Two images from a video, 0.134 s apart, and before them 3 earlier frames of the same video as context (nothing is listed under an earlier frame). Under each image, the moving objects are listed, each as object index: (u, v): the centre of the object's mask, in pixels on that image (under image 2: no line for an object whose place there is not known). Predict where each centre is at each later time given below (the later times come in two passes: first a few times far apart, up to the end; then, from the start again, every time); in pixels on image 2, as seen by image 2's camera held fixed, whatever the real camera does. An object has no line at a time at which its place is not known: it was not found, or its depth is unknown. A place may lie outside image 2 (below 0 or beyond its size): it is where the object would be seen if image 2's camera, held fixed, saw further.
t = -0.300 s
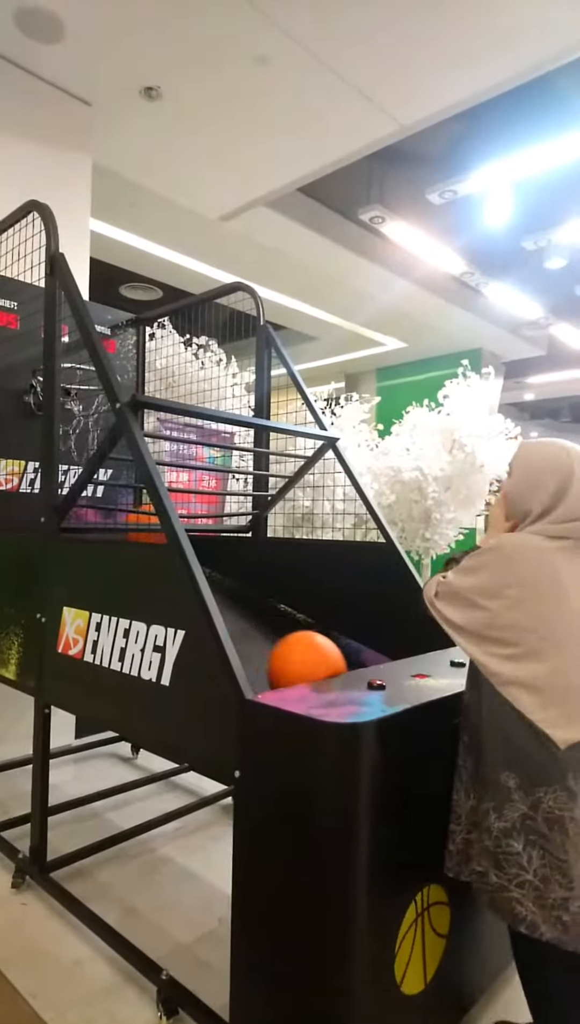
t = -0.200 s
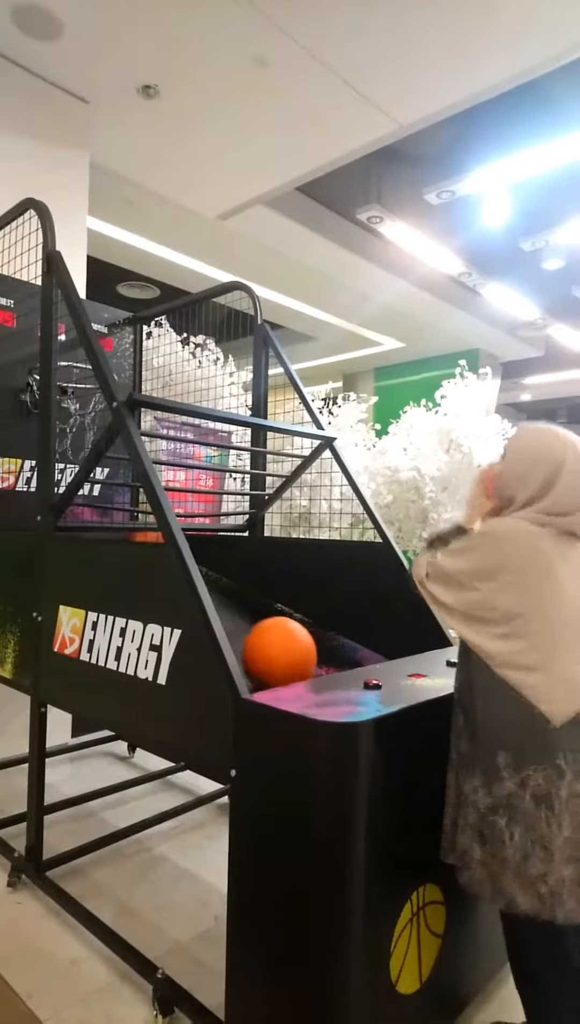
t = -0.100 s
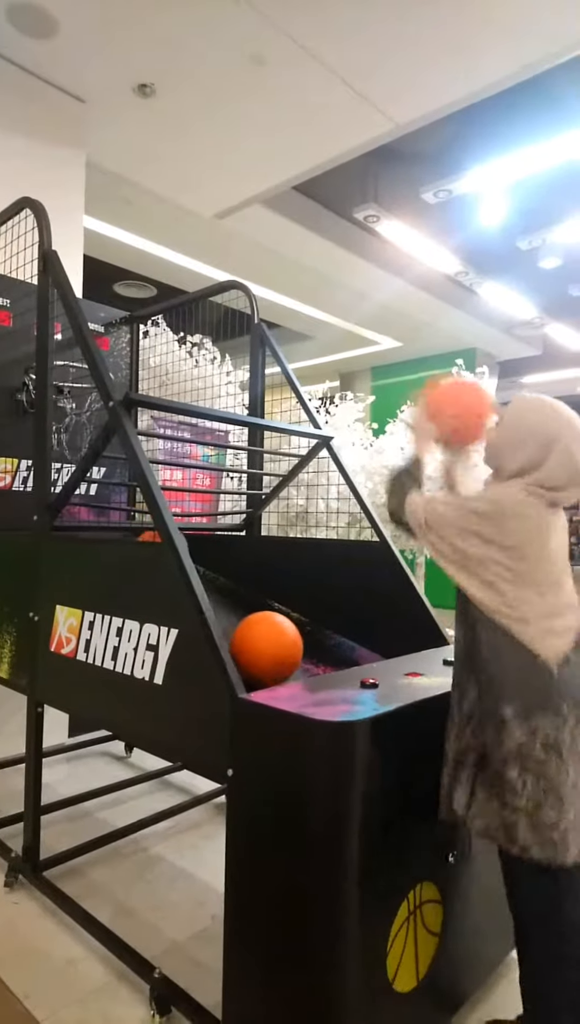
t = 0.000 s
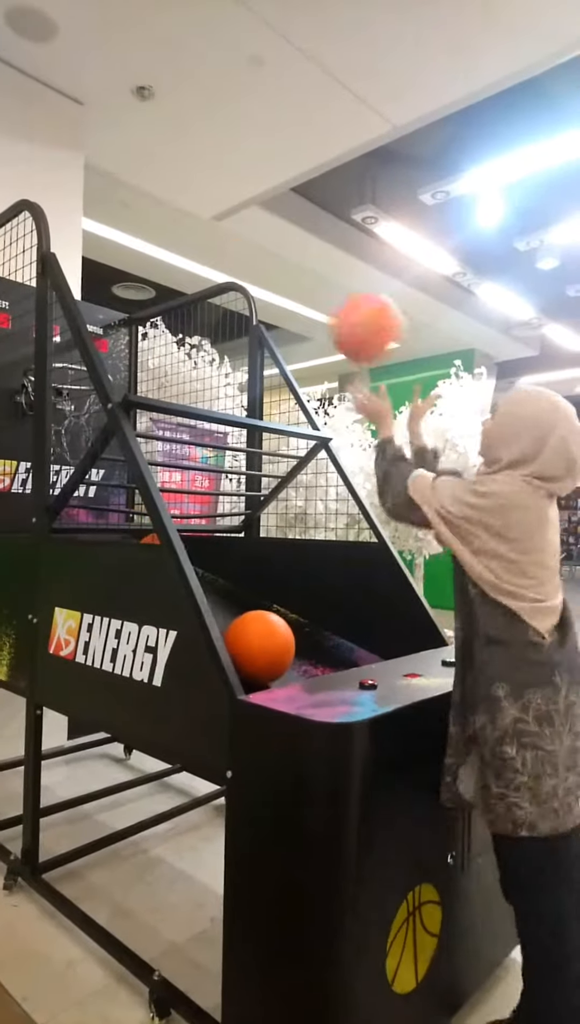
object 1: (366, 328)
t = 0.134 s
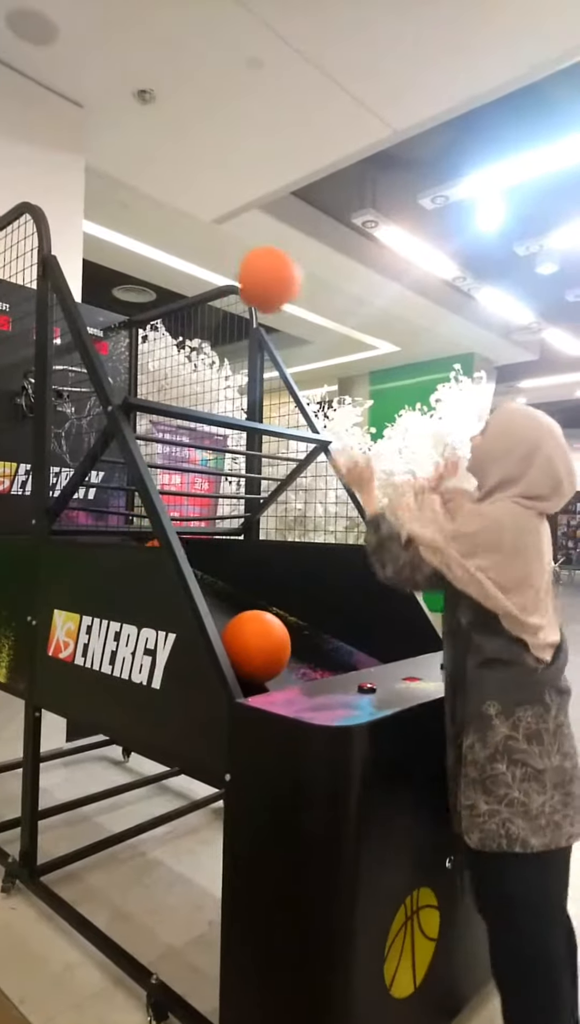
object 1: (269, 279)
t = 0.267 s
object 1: (188, 287)
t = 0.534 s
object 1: (116, 360)
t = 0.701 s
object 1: (151, 414)
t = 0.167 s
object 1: (246, 276)
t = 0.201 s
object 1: (225, 276)
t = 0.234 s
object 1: (207, 280)
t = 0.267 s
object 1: (188, 287)
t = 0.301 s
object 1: (171, 295)
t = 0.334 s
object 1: (154, 303)
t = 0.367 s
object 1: (138, 316)
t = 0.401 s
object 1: (122, 331)
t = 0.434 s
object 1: (113, 345)
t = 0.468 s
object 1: (109, 358)
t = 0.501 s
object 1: (105, 361)
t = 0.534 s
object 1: (116, 360)
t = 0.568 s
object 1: (121, 365)
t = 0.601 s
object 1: (127, 371)
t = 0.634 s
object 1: (133, 378)
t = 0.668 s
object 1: (140, 392)
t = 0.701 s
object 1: (151, 414)
